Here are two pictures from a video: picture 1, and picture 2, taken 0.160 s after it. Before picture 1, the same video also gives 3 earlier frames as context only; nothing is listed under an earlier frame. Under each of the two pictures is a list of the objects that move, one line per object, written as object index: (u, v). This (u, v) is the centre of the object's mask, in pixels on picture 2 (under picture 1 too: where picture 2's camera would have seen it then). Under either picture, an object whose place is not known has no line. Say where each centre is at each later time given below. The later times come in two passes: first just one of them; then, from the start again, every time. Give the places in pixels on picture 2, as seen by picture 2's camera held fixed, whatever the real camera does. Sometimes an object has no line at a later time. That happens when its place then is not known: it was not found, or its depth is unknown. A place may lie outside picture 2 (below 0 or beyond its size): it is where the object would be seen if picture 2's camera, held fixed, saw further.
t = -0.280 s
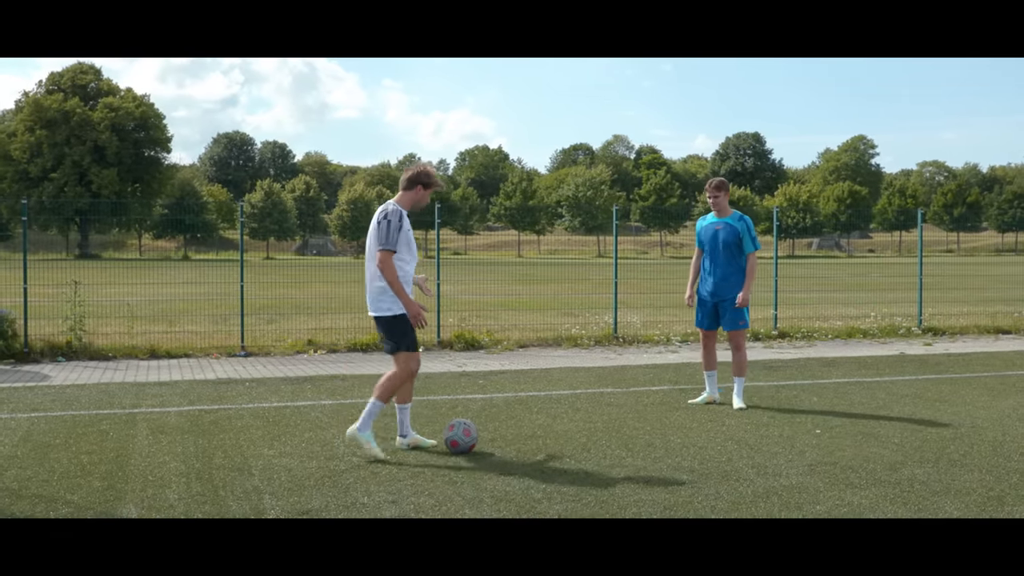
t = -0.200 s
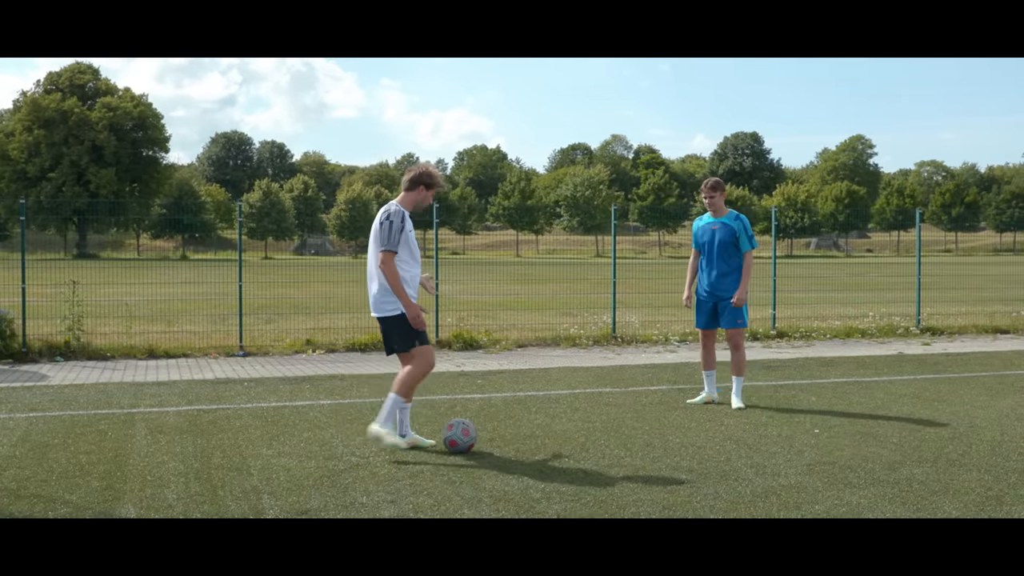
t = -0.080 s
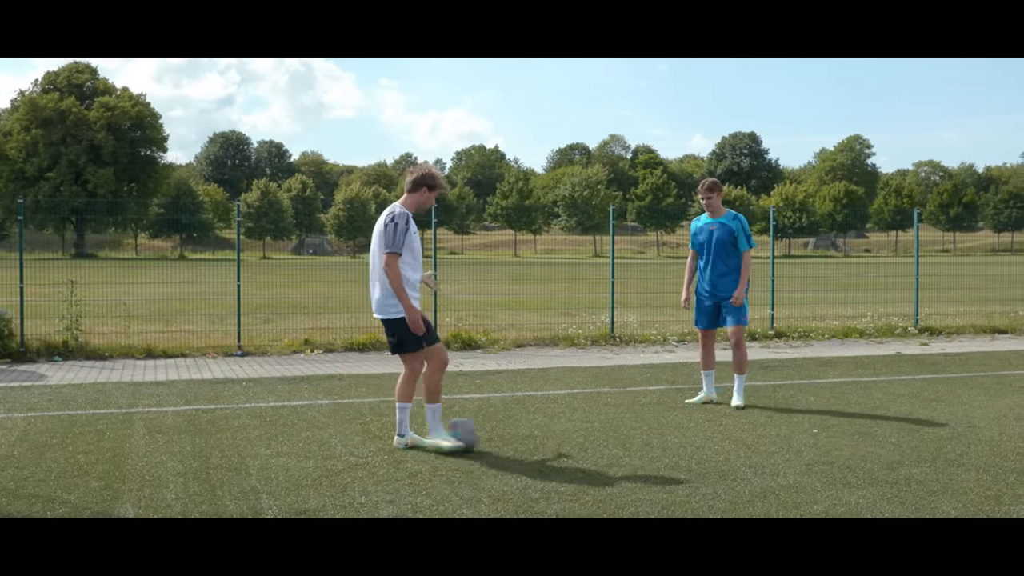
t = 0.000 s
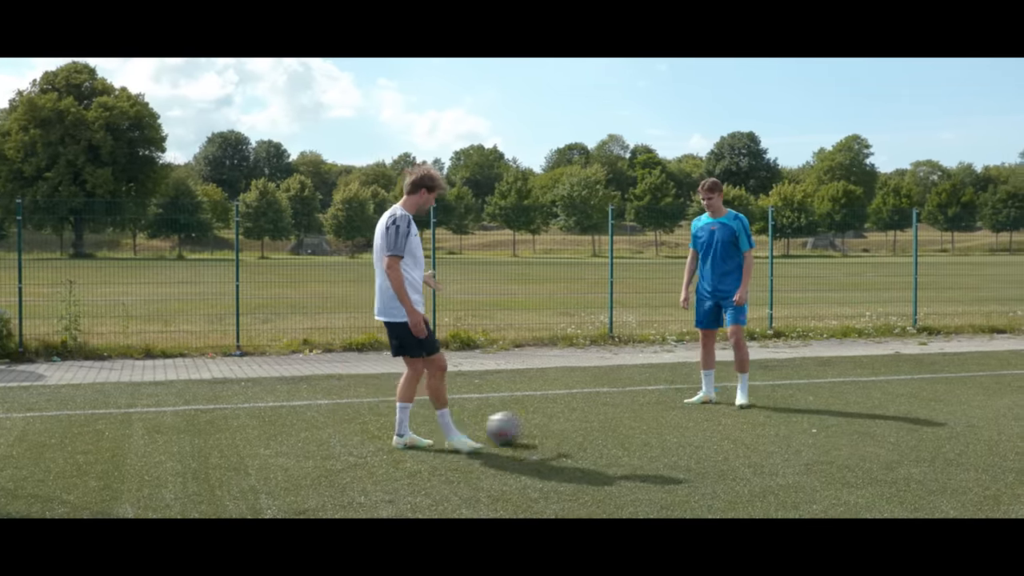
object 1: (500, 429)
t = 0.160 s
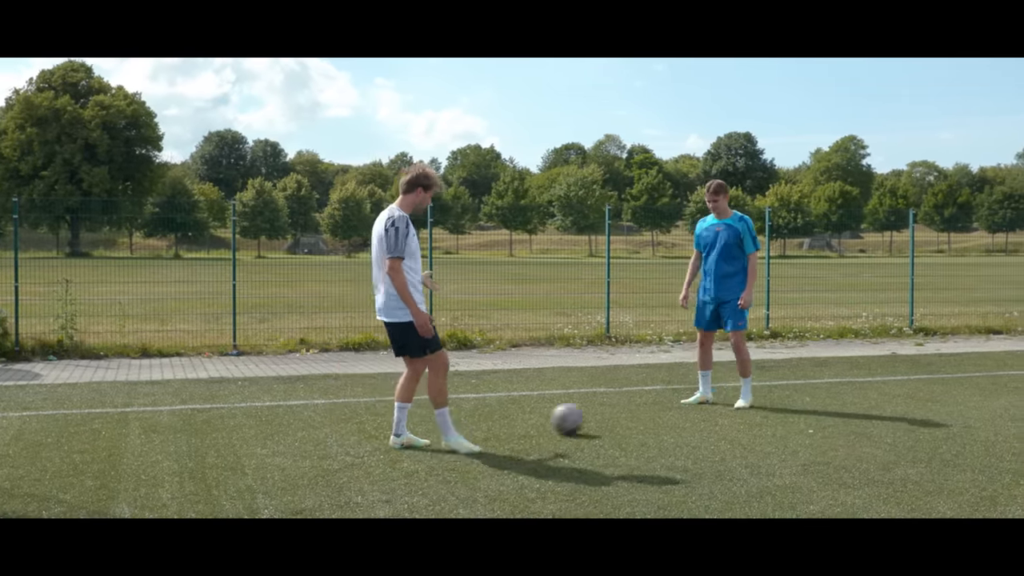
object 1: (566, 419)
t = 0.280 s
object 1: (603, 414)
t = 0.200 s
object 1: (580, 418)
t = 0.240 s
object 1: (592, 416)
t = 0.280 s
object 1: (603, 414)
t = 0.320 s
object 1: (614, 413)
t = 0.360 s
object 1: (624, 411)
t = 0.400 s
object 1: (633, 410)
